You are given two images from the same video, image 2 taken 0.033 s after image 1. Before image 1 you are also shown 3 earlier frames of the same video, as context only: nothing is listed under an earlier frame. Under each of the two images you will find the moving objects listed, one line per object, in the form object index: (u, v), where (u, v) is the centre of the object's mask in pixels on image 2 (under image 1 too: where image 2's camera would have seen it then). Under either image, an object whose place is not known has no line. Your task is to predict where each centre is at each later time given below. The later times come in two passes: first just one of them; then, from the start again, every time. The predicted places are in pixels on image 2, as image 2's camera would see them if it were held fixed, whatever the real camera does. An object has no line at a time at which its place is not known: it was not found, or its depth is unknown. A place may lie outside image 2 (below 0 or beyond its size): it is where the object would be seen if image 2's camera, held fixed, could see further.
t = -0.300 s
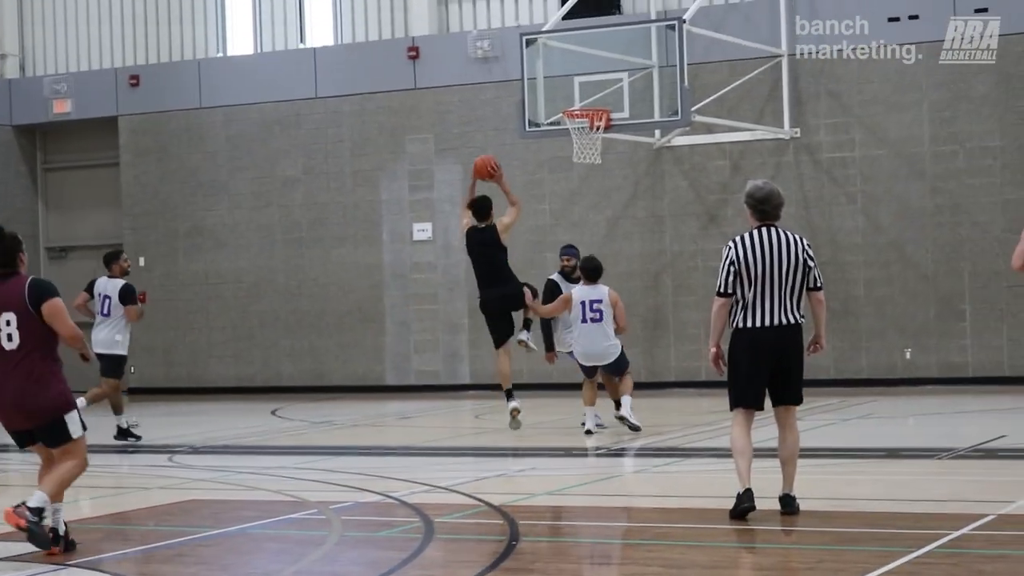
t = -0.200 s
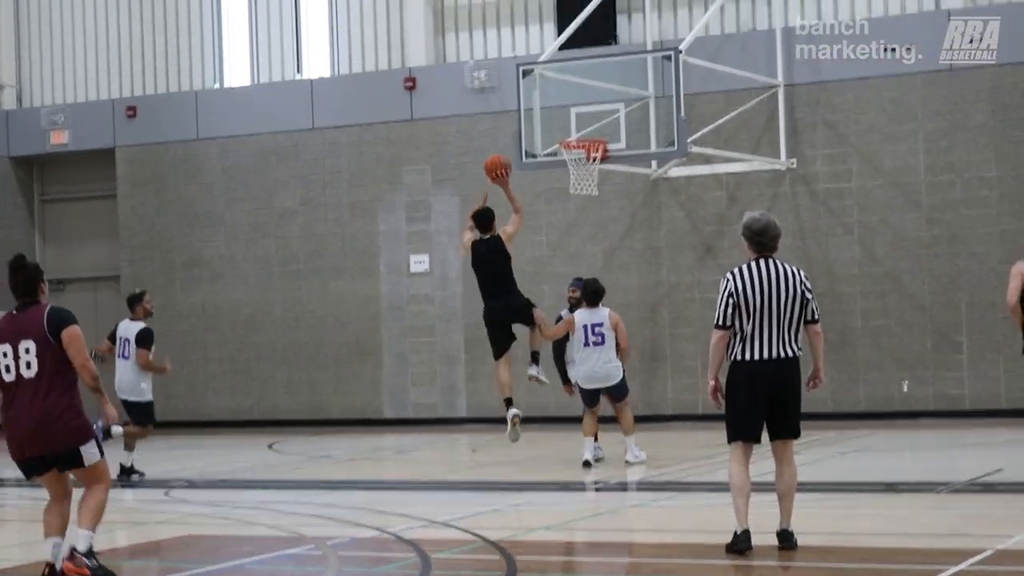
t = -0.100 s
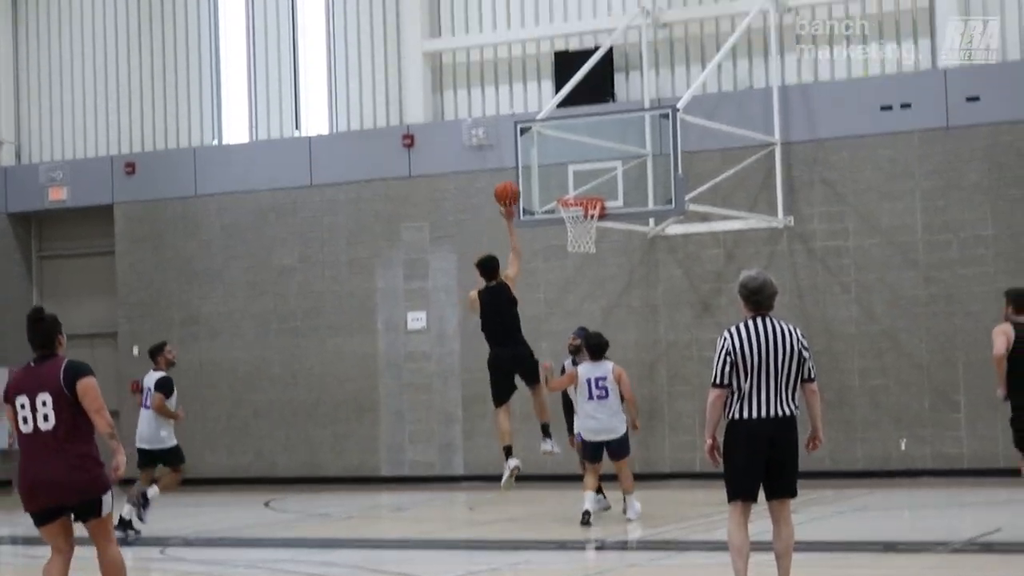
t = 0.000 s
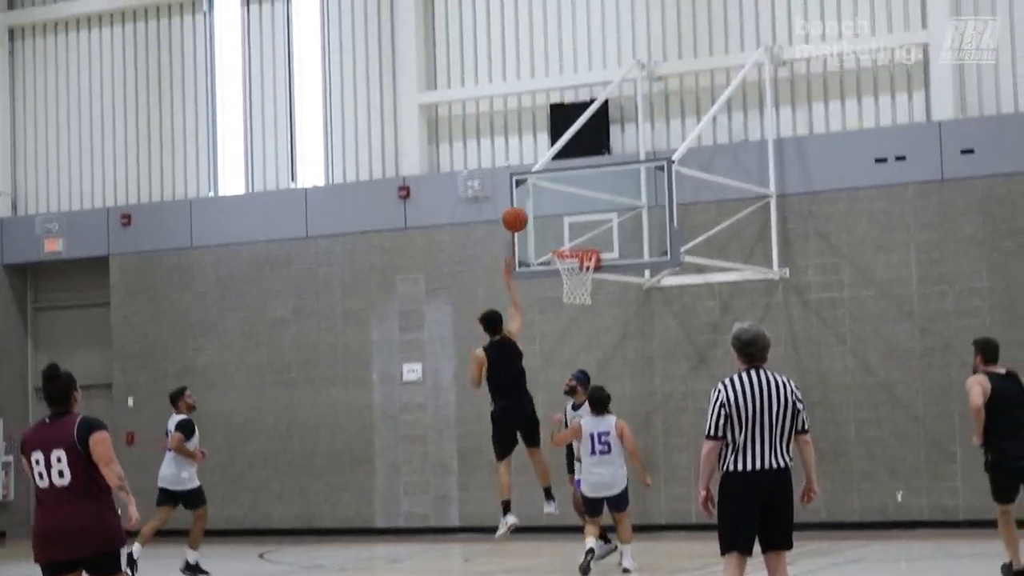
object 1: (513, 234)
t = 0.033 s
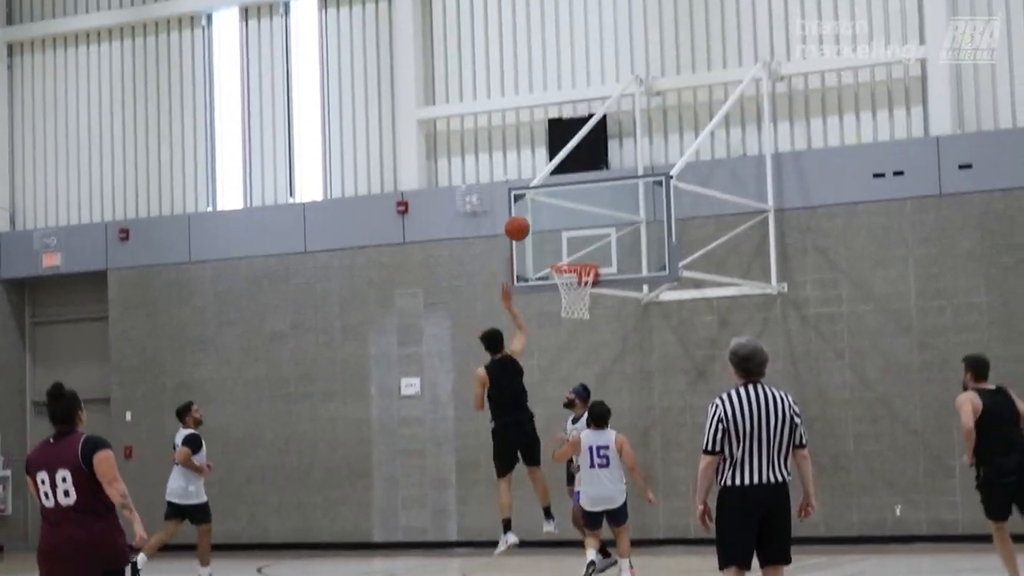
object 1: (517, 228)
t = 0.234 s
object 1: (540, 218)
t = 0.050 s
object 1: (519, 226)
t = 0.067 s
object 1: (521, 224)
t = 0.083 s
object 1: (523, 222)
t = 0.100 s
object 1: (525, 221)
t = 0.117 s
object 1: (527, 219)
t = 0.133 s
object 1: (529, 218)
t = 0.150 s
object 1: (531, 217)
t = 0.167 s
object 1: (533, 217)
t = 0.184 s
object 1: (535, 217)
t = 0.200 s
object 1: (536, 217)
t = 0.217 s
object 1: (539, 218)
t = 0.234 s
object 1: (540, 218)
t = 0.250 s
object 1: (542, 219)
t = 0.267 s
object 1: (544, 221)
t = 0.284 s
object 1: (546, 222)
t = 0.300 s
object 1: (548, 224)
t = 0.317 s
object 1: (550, 226)
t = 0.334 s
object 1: (552, 228)
